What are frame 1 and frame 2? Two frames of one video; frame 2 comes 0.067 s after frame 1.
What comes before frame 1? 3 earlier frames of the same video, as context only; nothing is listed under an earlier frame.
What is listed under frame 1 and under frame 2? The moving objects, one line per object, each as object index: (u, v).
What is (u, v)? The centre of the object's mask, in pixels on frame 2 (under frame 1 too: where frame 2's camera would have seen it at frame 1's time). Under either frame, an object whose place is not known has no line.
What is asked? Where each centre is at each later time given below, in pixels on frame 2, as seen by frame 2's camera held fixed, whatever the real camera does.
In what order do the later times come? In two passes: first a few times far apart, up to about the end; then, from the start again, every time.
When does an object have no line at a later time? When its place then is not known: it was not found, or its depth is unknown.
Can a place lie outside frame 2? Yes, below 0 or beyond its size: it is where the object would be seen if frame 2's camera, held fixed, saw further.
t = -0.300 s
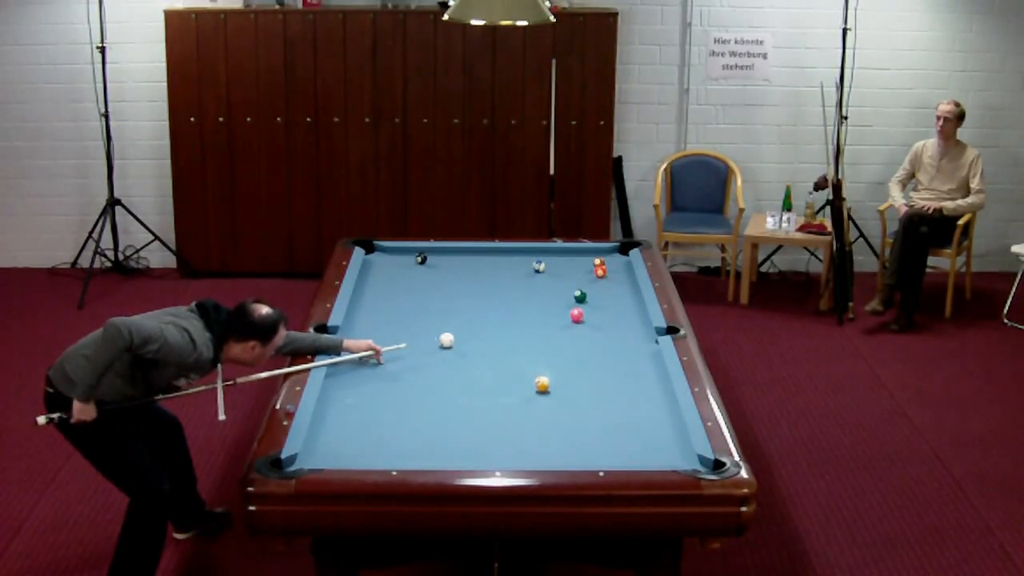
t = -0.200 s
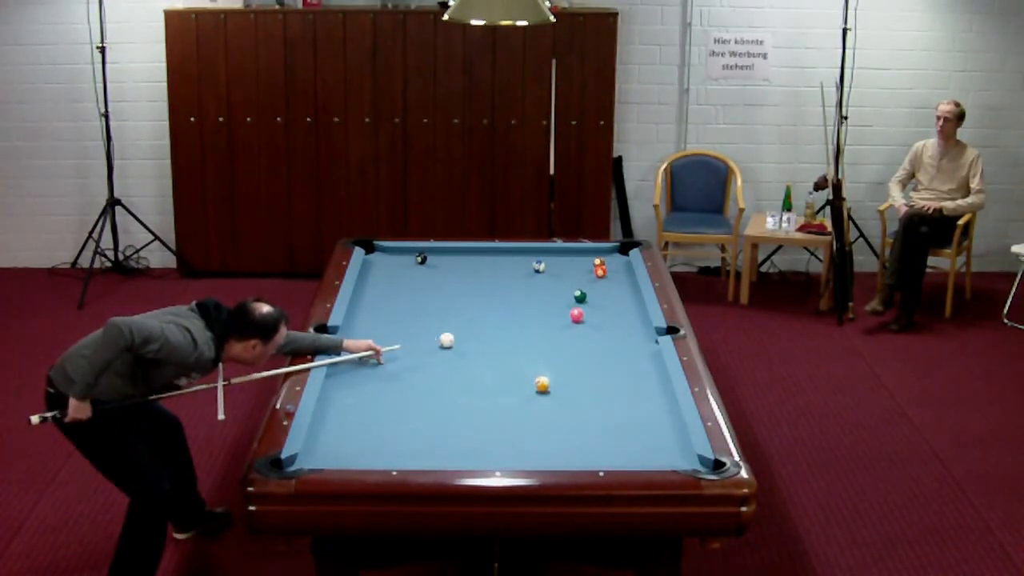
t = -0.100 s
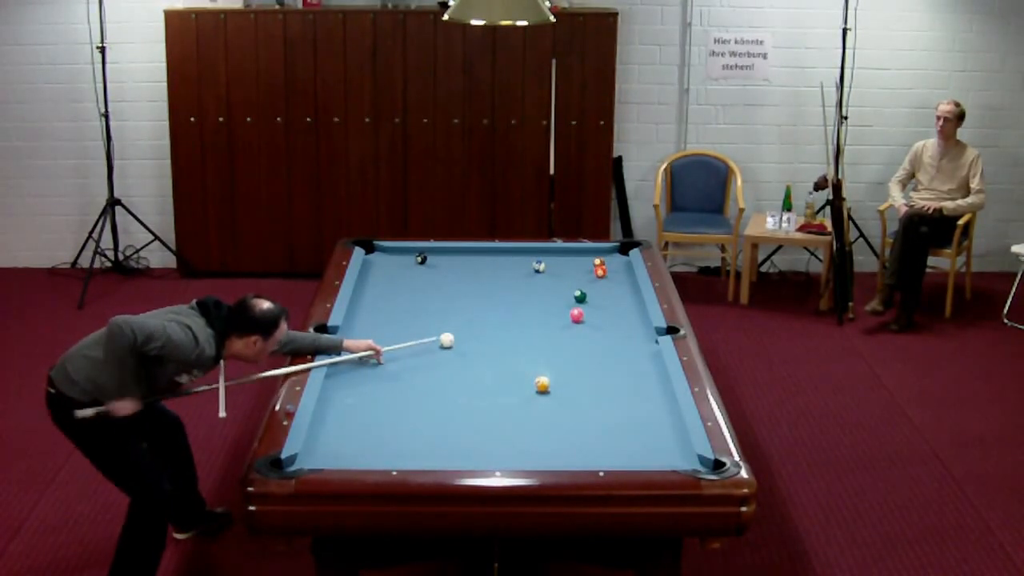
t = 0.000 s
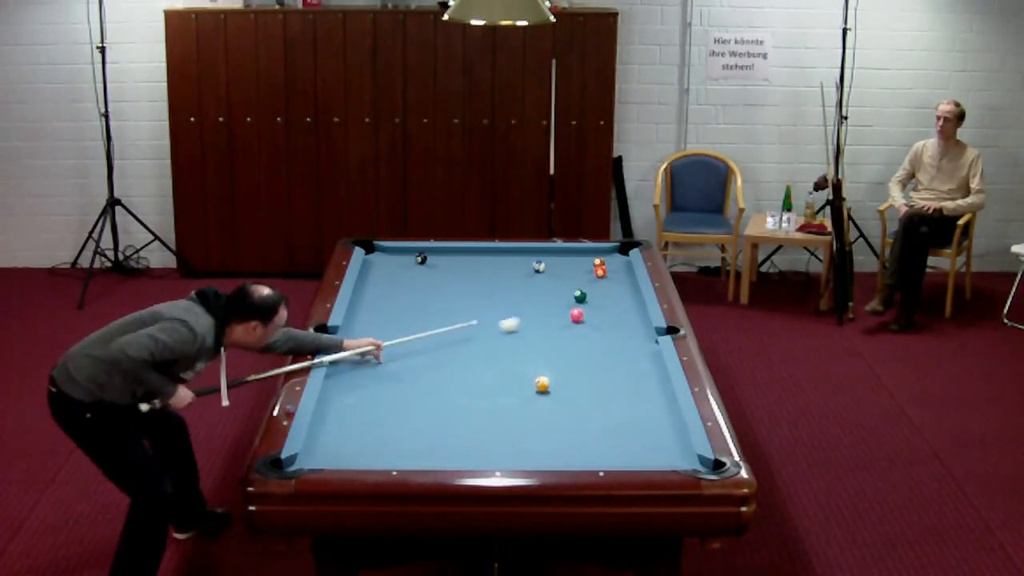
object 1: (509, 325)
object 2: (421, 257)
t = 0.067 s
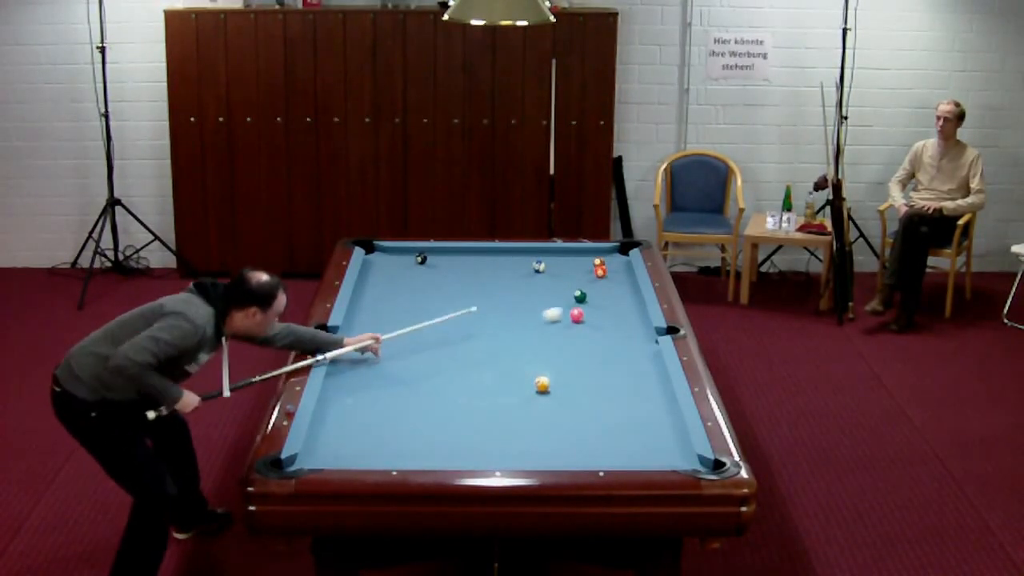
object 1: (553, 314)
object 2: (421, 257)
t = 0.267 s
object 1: (610, 289)
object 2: (423, 263)
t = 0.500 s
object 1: (528, 268)
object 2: (421, 258)
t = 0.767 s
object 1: (460, 249)
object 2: (421, 257)
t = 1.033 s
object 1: (408, 253)
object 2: (406, 265)
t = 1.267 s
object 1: (372, 252)
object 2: (384, 274)
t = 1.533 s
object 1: (383, 251)
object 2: (362, 284)
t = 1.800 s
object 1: (395, 251)
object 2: (371, 292)
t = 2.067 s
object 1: (405, 250)
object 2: (379, 299)
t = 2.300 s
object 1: (414, 250)
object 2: (386, 306)
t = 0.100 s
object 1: (571, 307)
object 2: (421, 257)
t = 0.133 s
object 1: (594, 305)
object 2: (421, 257)
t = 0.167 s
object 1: (613, 300)
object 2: (421, 257)
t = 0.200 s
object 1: (632, 295)
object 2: (421, 257)
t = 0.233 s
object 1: (625, 292)
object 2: (421, 257)
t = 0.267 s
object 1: (610, 289)
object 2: (423, 263)
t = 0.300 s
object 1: (597, 286)
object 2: (421, 258)
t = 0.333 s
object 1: (583, 283)
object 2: (421, 257)
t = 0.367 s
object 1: (571, 280)
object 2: (421, 257)
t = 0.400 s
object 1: (559, 277)
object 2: (421, 257)
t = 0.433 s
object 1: (548, 274)
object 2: (421, 257)
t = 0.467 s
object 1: (537, 272)
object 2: (421, 257)
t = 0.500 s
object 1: (528, 268)
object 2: (421, 258)
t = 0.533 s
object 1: (519, 266)
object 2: (421, 258)
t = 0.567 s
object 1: (511, 263)
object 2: (421, 258)
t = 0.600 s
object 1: (502, 260)
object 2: (421, 257)
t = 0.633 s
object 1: (494, 258)
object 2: (421, 257)
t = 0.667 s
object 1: (485, 255)
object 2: (421, 257)
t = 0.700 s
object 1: (477, 253)
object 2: (421, 257)
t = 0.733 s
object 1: (469, 250)
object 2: (421, 257)
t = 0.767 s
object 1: (460, 249)
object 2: (421, 257)
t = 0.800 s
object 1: (452, 250)
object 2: (421, 258)
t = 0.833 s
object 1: (444, 252)
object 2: (421, 257)
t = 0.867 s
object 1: (435, 253)
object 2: (421, 257)
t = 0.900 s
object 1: (428, 254)
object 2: (420, 258)
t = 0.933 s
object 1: (423, 253)
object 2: (416, 261)
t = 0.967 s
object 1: (418, 253)
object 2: (413, 262)
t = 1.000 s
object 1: (414, 253)
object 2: (409, 263)
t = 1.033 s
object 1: (408, 253)
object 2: (406, 265)
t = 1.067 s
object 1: (403, 253)
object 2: (403, 266)
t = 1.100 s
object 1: (398, 253)
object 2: (399, 267)
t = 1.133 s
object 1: (393, 253)
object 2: (396, 268)
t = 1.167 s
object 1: (388, 252)
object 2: (393, 270)
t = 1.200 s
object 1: (382, 252)
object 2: (390, 271)
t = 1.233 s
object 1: (377, 252)
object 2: (387, 272)
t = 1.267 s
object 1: (372, 252)
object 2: (384, 274)
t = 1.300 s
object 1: (371, 252)
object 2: (381, 275)
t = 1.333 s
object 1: (373, 252)
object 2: (377, 276)
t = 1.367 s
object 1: (375, 252)
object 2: (374, 277)
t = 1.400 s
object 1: (377, 252)
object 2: (370, 279)
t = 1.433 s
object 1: (378, 251)
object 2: (367, 280)
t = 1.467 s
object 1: (380, 251)
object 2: (364, 282)
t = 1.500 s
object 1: (382, 252)
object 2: (361, 283)
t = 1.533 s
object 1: (383, 251)
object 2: (362, 284)
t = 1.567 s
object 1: (385, 251)
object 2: (363, 284)
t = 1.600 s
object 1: (386, 251)
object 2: (364, 286)
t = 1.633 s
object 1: (388, 251)
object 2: (365, 287)
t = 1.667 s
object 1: (389, 251)
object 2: (367, 288)
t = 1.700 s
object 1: (391, 251)
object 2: (368, 289)
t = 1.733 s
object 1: (392, 251)
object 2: (369, 290)
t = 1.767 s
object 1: (394, 251)
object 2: (370, 291)
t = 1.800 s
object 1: (395, 251)
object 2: (371, 292)
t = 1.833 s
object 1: (396, 251)
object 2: (372, 293)
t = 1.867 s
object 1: (398, 251)
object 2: (373, 293)
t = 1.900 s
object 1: (399, 251)
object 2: (374, 294)
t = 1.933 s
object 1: (400, 251)
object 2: (375, 295)
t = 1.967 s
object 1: (402, 250)
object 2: (376, 296)
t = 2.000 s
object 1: (403, 250)
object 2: (377, 297)
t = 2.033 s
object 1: (404, 250)
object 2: (378, 298)
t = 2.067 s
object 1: (405, 250)
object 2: (379, 299)
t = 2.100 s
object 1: (407, 250)
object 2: (380, 300)
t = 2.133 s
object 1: (408, 250)
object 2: (381, 301)
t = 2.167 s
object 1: (409, 250)
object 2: (382, 302)
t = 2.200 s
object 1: (411, 250)
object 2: (383, 303)
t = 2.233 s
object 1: (412, 250)
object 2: (384, 304)
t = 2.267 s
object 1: (413, 250)
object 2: (385, 305)
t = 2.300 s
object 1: (414, 250)
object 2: (386, 306)
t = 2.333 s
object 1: (415, 250)
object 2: (387, 307)
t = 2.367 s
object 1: (416, 250)
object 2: (388, 308)
